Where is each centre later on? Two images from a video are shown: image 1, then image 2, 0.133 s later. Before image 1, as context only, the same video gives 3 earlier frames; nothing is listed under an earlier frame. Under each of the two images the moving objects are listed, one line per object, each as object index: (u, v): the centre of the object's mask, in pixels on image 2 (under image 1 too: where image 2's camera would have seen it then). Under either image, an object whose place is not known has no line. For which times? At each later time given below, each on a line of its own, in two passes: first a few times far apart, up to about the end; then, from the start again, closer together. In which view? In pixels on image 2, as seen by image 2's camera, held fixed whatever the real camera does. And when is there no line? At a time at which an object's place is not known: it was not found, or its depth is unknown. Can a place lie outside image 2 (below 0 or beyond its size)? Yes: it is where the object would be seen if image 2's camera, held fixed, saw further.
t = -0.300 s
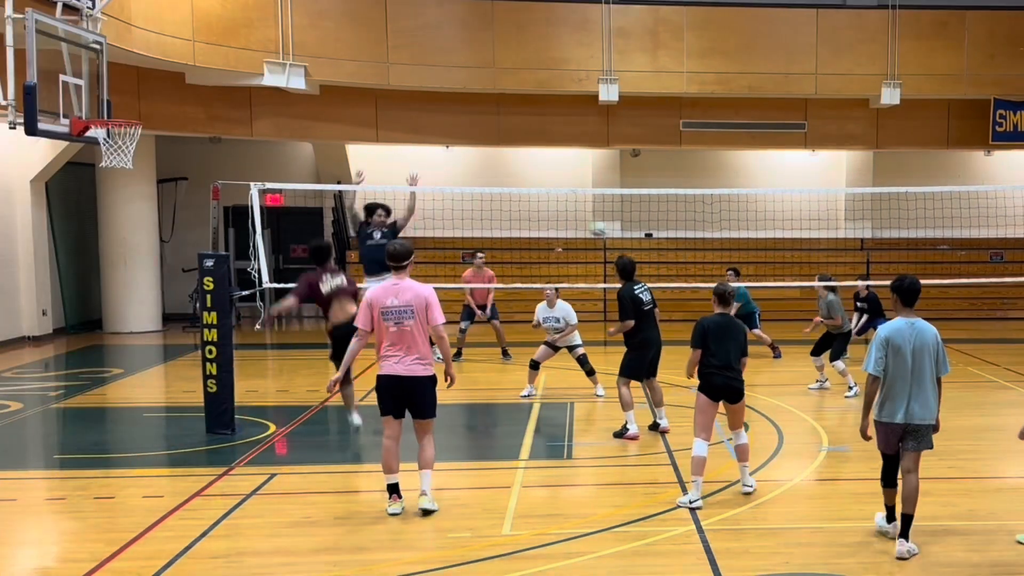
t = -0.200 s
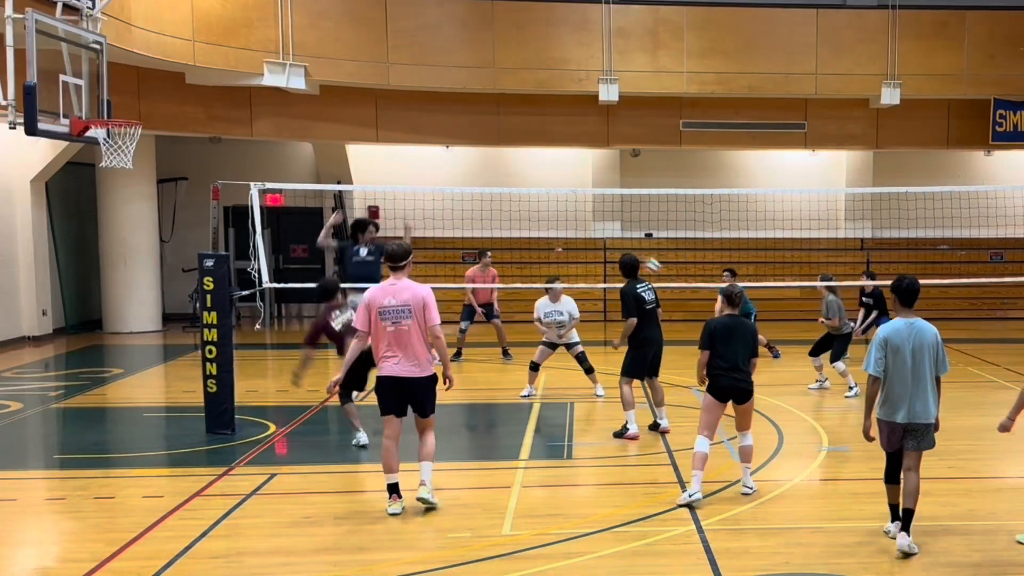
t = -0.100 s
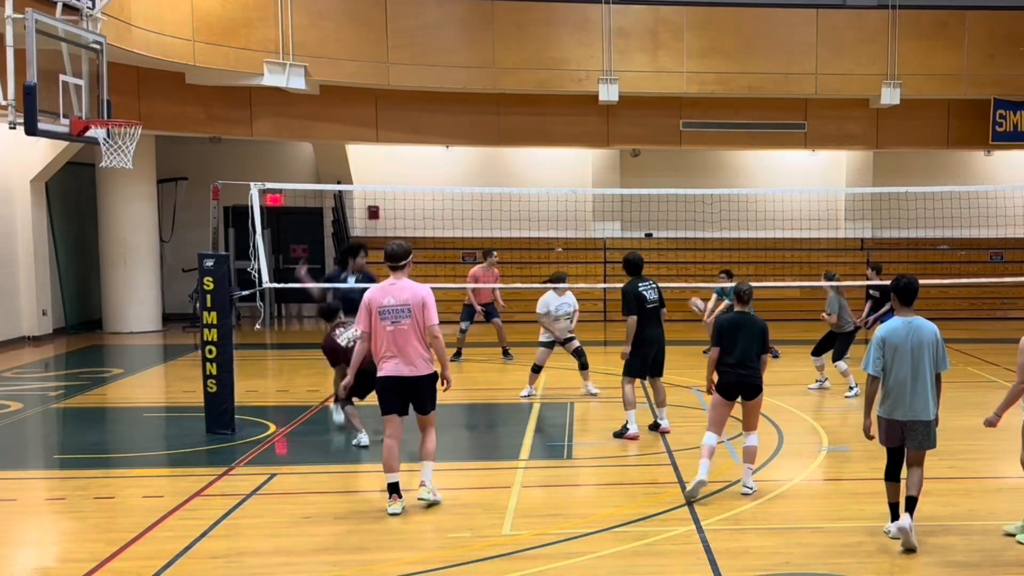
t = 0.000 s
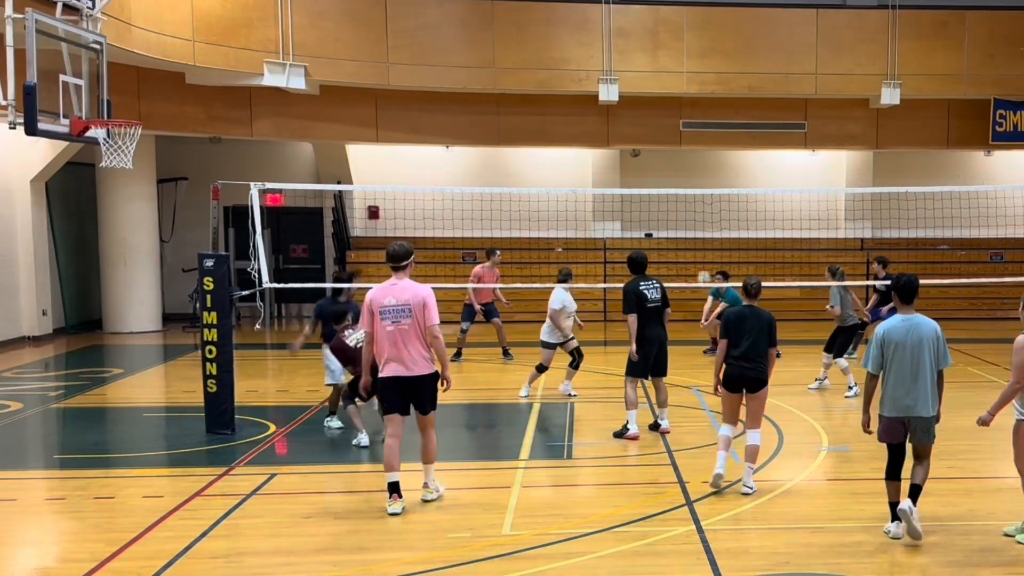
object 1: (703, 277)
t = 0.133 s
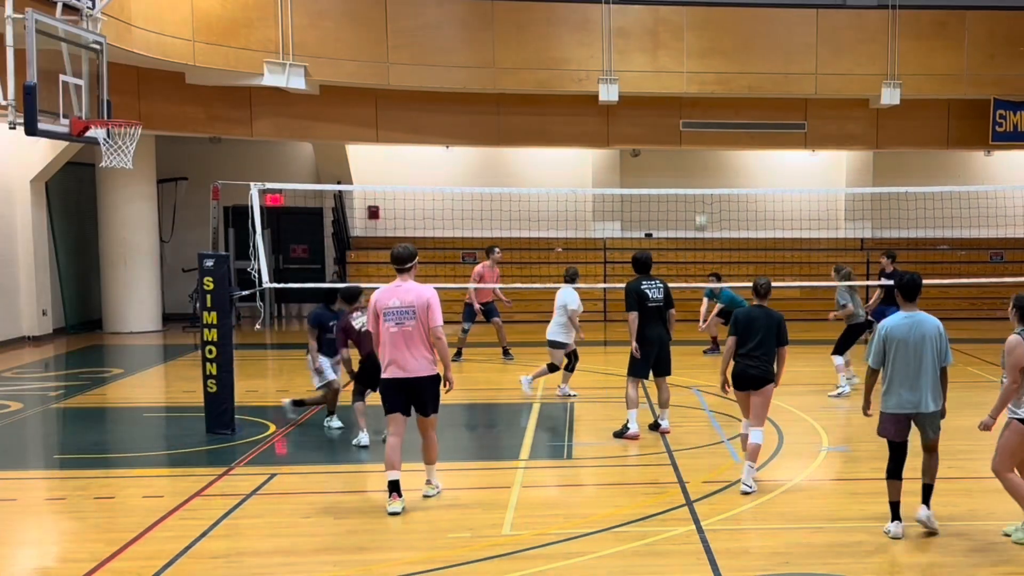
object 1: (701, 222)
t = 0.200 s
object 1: (698, 199)
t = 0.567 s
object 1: (690, 106)
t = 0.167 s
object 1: (700, 209)
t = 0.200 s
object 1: (698, 199)
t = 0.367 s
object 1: (695, 146)
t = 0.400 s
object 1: (694, 138)
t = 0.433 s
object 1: (693, 129)
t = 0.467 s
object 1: (692, 122)
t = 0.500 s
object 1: (692, 117)
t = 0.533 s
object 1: (691, 111)
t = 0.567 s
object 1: (690, 106)
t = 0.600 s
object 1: (690, 102)
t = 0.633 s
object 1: (689, 98)
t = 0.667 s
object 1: (688, 95)
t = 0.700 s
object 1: (687, 93)
